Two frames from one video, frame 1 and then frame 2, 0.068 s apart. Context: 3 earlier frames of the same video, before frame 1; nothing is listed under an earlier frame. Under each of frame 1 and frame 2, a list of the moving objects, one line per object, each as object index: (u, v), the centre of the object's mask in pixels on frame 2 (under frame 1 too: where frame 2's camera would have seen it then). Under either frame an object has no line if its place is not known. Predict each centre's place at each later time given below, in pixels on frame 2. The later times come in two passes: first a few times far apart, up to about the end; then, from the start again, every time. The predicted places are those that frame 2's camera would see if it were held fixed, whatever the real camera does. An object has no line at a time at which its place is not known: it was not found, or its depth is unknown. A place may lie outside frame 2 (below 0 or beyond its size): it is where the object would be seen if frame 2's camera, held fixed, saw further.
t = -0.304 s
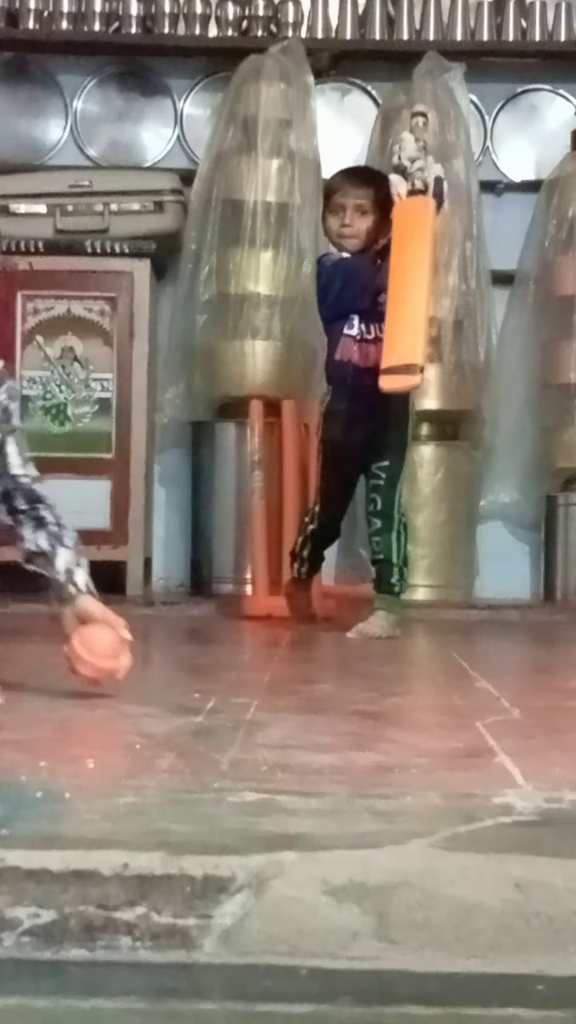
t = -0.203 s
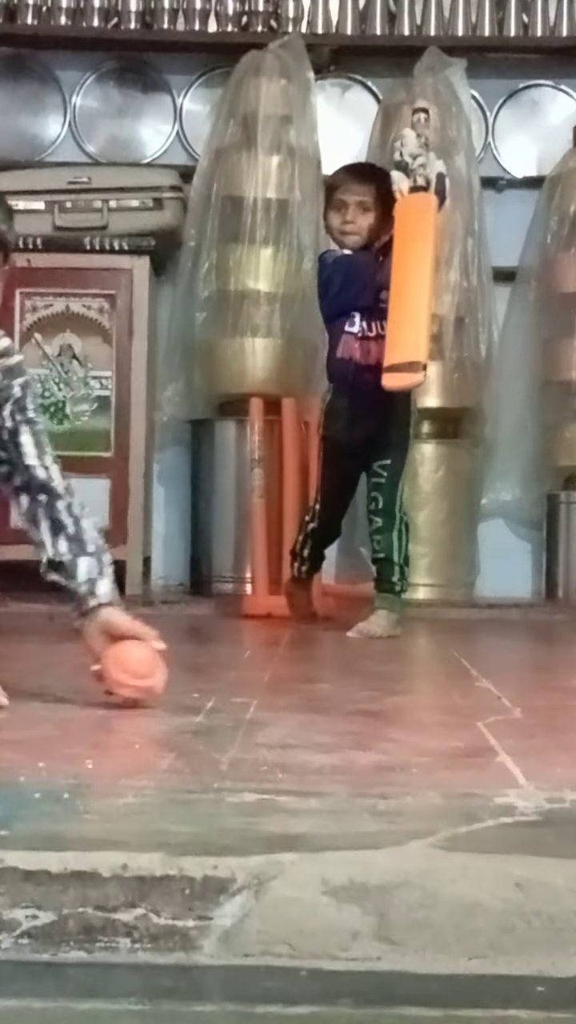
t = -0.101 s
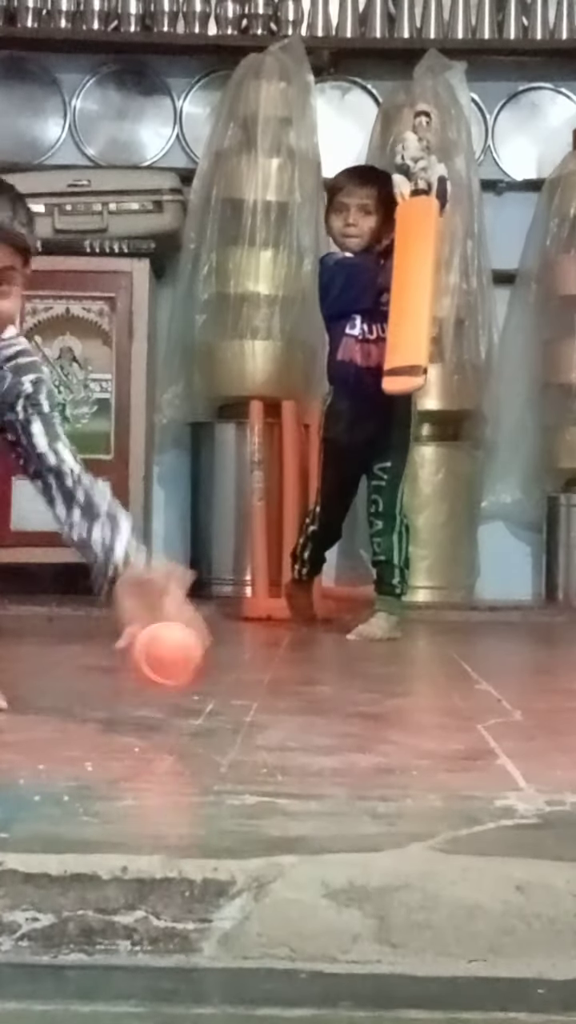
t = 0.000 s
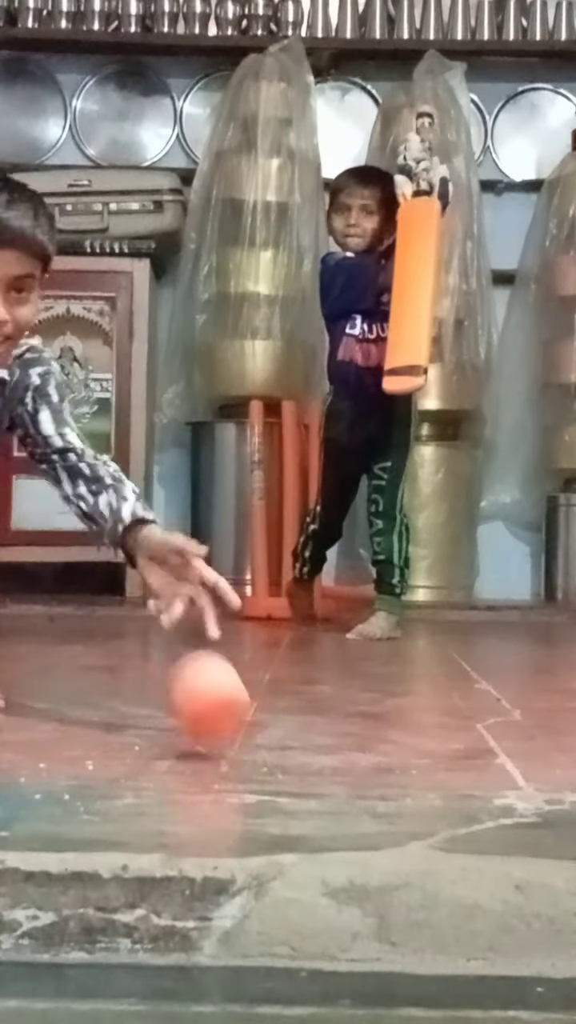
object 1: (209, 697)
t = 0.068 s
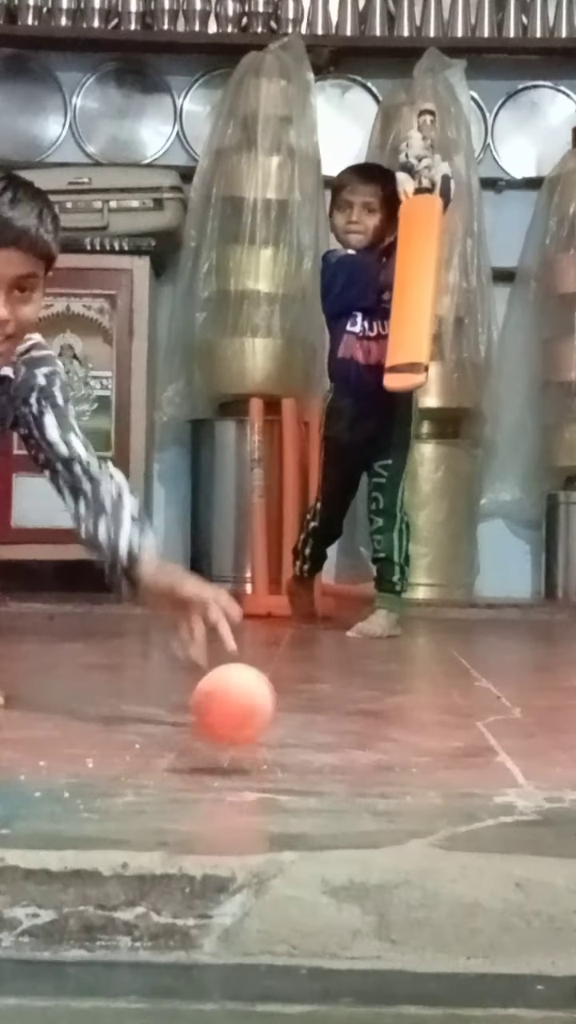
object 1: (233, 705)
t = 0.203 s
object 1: (276, 748)
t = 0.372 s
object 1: (354, 785)
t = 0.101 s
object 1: (243, 704)
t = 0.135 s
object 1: (254, 713)
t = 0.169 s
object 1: (264, 741)
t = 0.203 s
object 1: (276, 748)
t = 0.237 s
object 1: (290, 744)
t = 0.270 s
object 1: (304, 753)
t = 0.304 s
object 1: (320, 781)
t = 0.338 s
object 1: (337, 777)
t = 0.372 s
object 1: (354, 785)
